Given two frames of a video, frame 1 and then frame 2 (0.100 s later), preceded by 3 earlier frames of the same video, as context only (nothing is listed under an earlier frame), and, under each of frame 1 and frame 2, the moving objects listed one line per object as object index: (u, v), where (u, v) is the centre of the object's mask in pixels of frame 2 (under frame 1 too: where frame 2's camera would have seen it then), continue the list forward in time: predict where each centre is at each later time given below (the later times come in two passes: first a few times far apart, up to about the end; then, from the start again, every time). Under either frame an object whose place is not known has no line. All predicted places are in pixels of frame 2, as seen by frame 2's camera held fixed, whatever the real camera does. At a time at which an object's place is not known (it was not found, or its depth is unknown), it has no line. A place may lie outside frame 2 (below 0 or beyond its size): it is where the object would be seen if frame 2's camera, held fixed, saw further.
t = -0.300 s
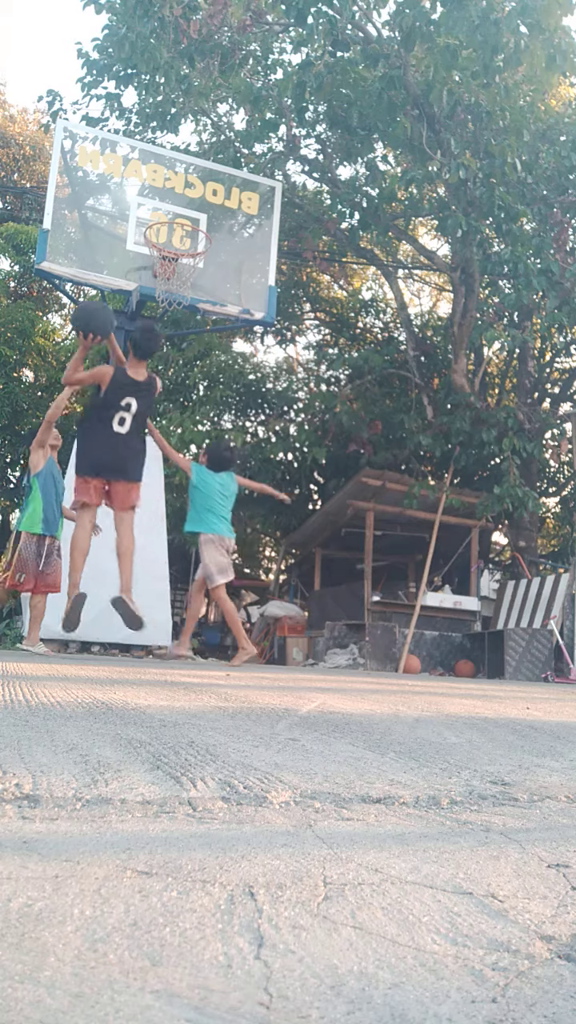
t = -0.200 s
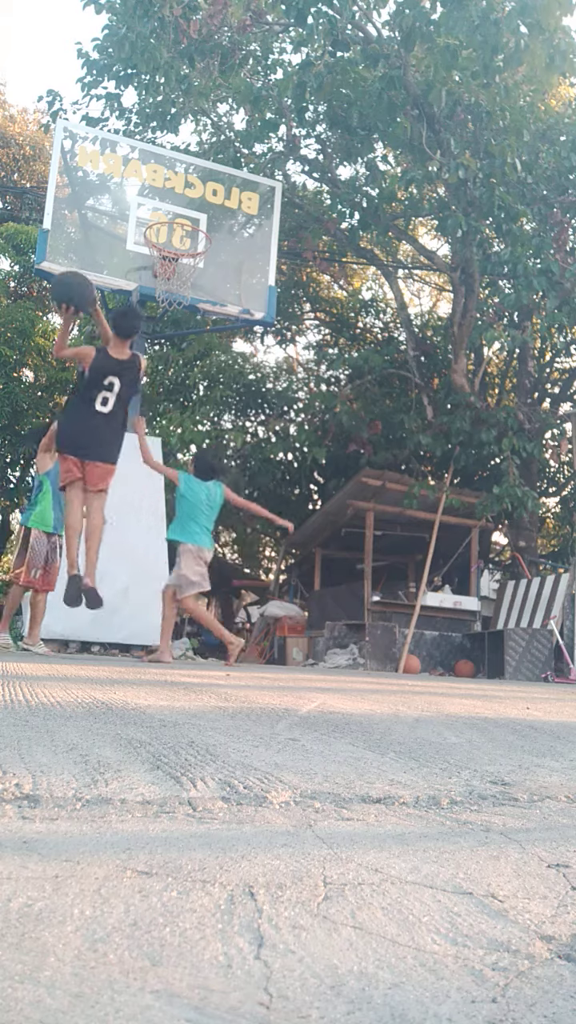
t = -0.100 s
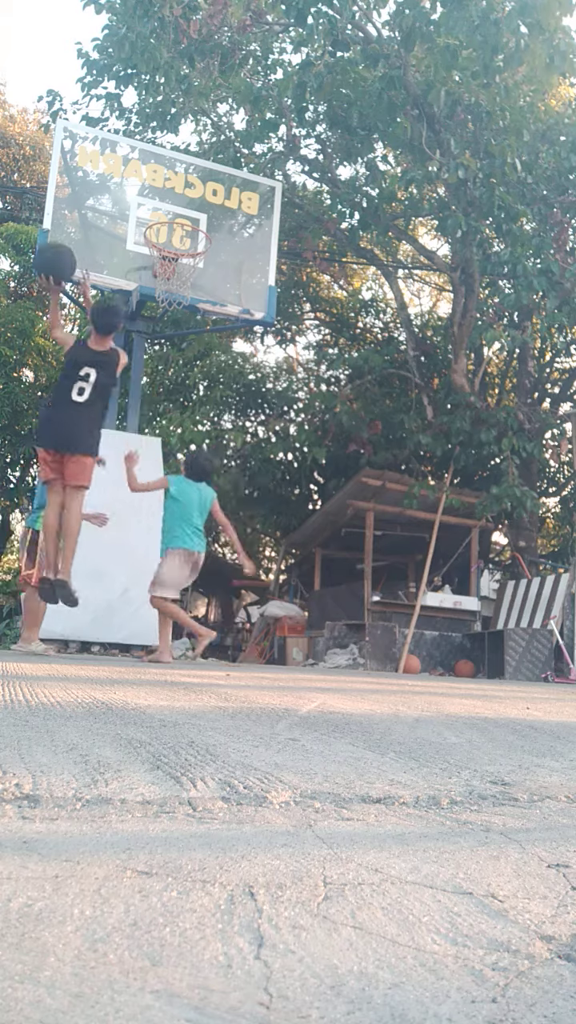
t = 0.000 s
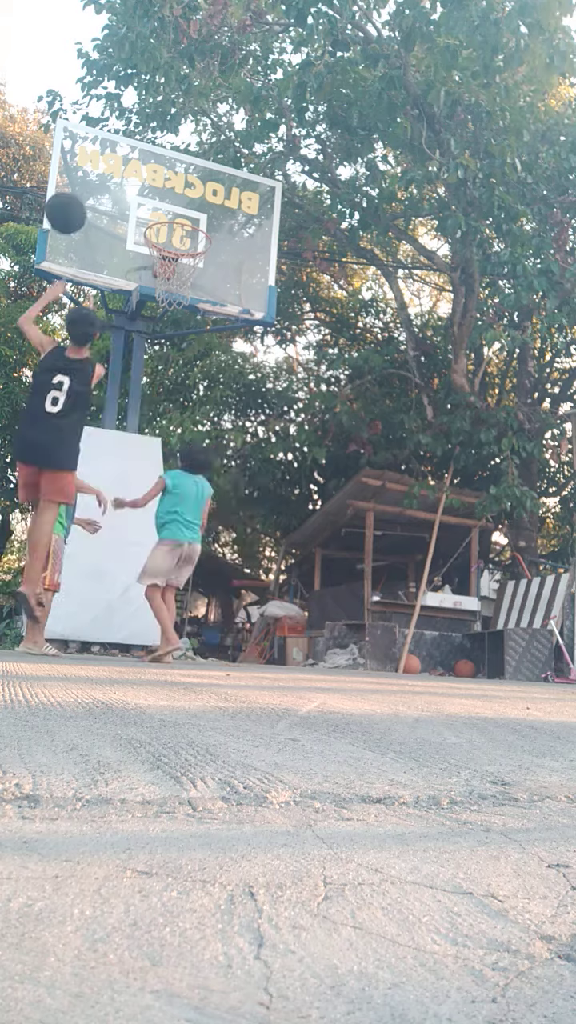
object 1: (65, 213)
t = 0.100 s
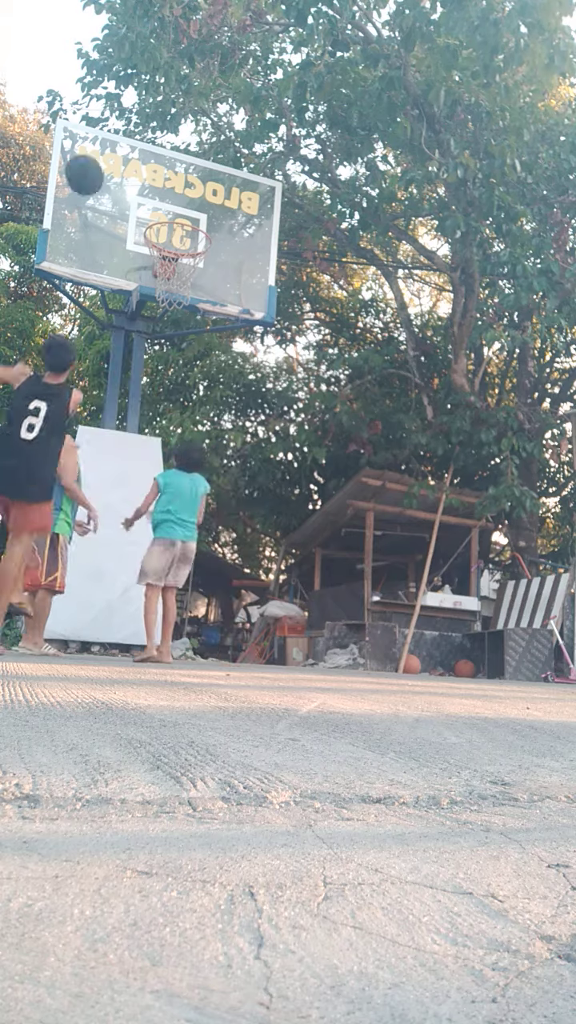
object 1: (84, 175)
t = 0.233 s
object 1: (105, 150)
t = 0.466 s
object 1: (130, 162)
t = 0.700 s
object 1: (142, 213)
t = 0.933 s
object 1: (127, 189)
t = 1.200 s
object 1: (91, 210)
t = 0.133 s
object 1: (90, 166)
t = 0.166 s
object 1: (95, 159)
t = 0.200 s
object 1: (100, 153)
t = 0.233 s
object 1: (105, 150)
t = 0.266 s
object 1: (109, 147)
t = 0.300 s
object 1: (113, 146)
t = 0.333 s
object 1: (117, 147)
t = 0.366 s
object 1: (120, 148)
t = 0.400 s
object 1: (123, 152)
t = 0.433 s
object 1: (127, 156)
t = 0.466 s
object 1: (130, 162)
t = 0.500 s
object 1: (132, 169)
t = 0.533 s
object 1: (135, 176)
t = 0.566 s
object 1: (137, 186)
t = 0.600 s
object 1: (140, 196)
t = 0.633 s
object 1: (141, 204)
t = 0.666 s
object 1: (142, 208)
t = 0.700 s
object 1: (142, 213)
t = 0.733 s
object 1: (141, 218)
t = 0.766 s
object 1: (141, 218)
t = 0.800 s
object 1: (139, 211)
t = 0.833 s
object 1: (136, 203)
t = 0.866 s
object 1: (133, 197)
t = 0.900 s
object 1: (130, 192)
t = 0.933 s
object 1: (127, 189)
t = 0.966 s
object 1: (123, 186)
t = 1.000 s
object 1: (119, 185)
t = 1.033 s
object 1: (115, 186)
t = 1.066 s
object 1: (110, 188)
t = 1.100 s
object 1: (106, 191)
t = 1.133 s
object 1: (101, 196)
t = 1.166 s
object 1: (96, 202)
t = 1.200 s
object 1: (91, 210)
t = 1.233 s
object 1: (85, 220)
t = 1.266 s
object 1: (79, 232)
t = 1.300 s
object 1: (74, 245)
